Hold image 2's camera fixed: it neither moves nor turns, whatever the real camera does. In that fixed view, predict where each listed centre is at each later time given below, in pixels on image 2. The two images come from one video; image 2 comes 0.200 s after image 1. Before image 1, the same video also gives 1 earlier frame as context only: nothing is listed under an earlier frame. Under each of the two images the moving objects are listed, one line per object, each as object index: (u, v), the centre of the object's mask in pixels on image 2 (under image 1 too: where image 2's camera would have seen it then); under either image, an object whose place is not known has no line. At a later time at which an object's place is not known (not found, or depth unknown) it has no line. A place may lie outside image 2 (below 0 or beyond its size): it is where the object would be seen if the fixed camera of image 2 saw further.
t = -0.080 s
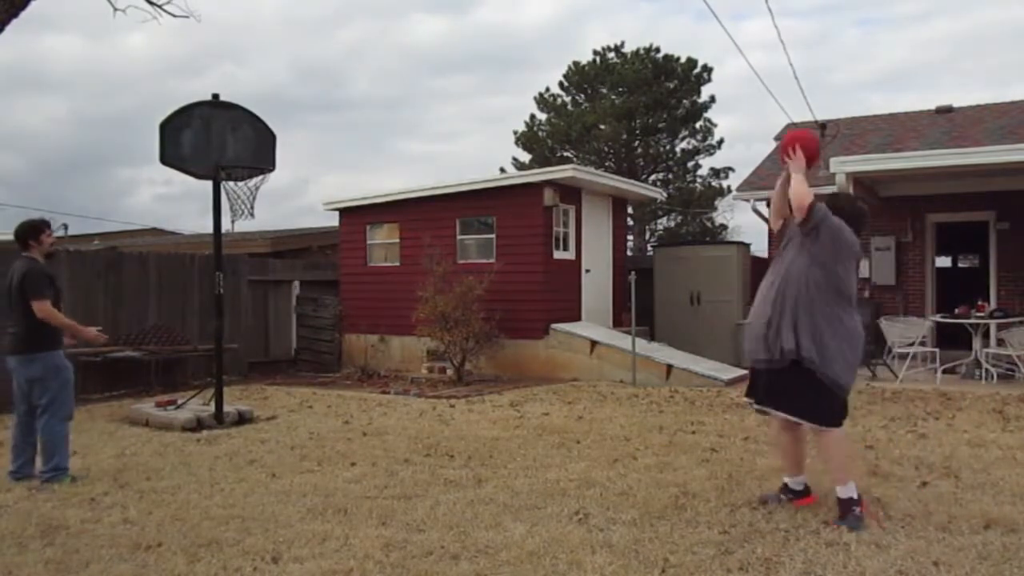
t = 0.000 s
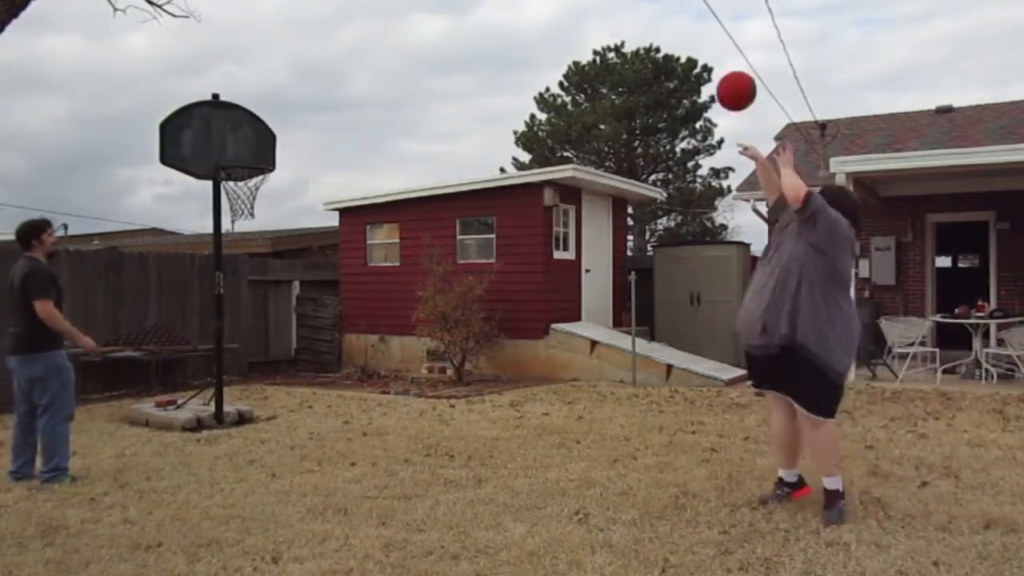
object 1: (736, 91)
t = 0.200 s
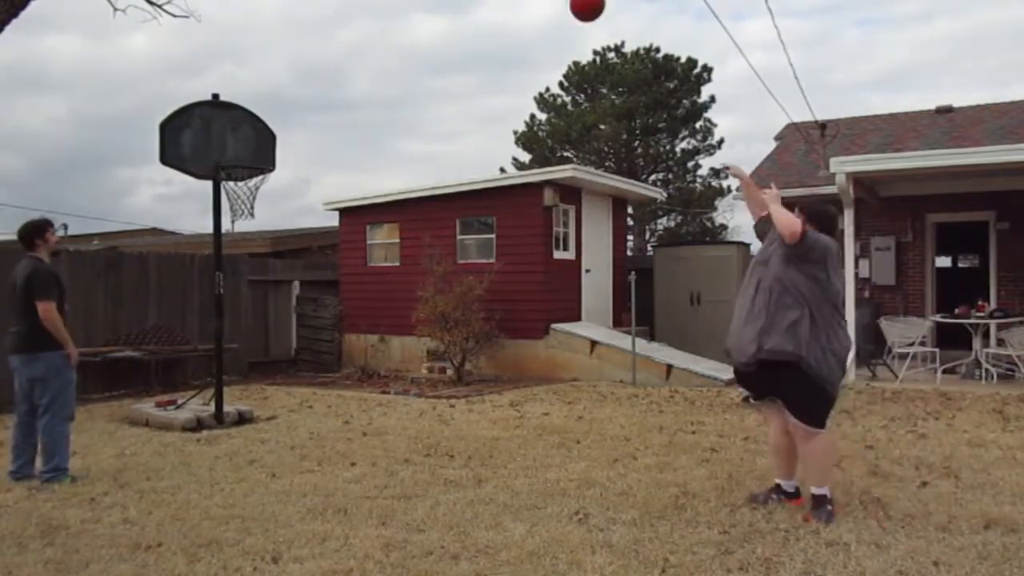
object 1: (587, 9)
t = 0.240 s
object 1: (560, 5)
